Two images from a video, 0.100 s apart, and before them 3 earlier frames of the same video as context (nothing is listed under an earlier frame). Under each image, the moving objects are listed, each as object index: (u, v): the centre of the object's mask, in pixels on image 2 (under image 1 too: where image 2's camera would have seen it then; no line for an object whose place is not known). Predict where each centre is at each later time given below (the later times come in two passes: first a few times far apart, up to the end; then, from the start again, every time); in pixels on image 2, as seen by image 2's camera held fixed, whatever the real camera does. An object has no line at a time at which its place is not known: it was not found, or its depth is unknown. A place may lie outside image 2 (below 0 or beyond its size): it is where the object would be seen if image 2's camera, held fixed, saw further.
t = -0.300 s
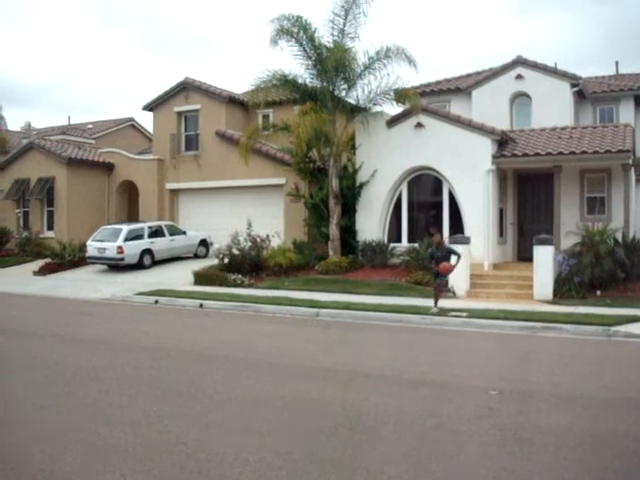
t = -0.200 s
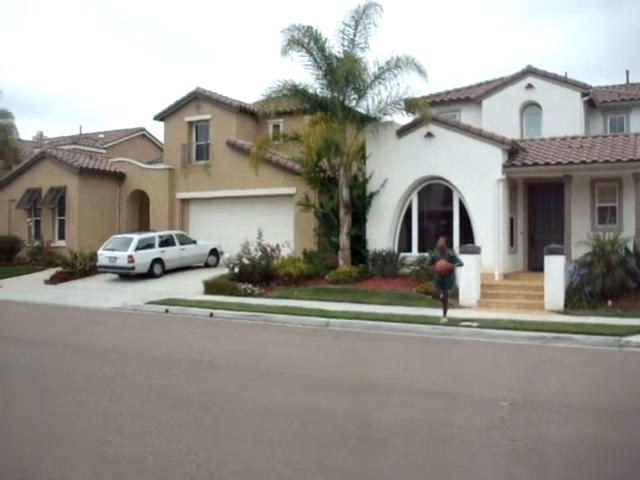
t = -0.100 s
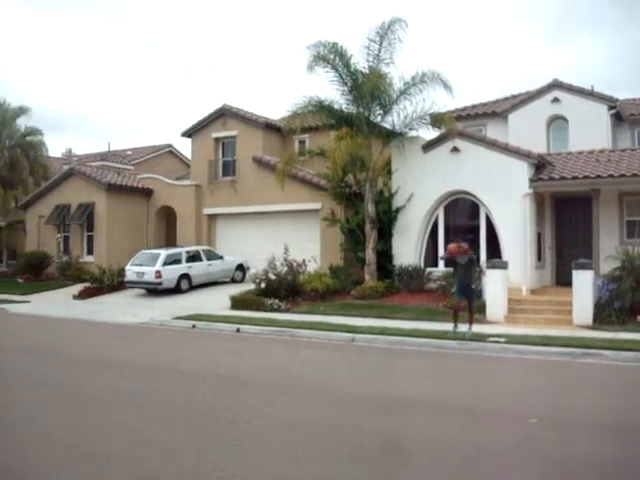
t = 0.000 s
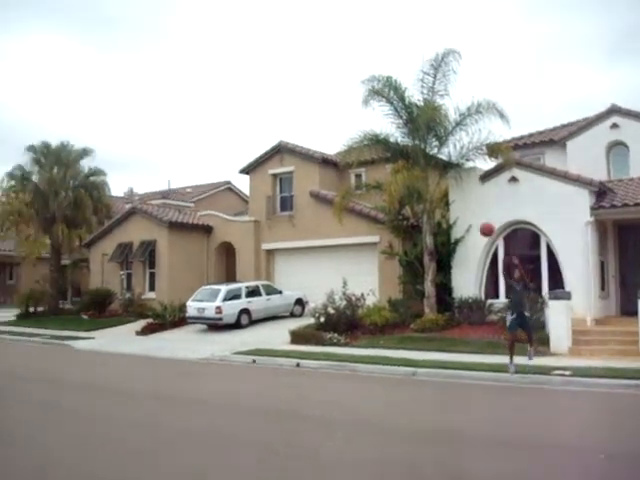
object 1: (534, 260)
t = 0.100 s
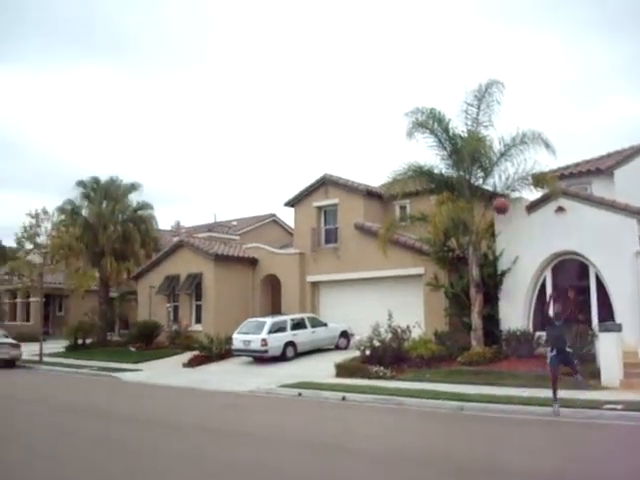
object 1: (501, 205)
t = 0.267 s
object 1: (435, 115)
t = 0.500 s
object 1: (318, -18)
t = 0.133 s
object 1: (489, 188)
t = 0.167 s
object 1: (476, 169)
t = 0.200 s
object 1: (464, 151)
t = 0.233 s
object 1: (450, 134)
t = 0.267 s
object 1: (435, 115)
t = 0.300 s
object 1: (421, 97)
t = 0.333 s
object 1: (406, 78)
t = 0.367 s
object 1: (389, 60)
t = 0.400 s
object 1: (373, 41)
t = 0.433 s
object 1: (356, 22)
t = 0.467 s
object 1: (338, 2)
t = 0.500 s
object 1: (318, -18)
